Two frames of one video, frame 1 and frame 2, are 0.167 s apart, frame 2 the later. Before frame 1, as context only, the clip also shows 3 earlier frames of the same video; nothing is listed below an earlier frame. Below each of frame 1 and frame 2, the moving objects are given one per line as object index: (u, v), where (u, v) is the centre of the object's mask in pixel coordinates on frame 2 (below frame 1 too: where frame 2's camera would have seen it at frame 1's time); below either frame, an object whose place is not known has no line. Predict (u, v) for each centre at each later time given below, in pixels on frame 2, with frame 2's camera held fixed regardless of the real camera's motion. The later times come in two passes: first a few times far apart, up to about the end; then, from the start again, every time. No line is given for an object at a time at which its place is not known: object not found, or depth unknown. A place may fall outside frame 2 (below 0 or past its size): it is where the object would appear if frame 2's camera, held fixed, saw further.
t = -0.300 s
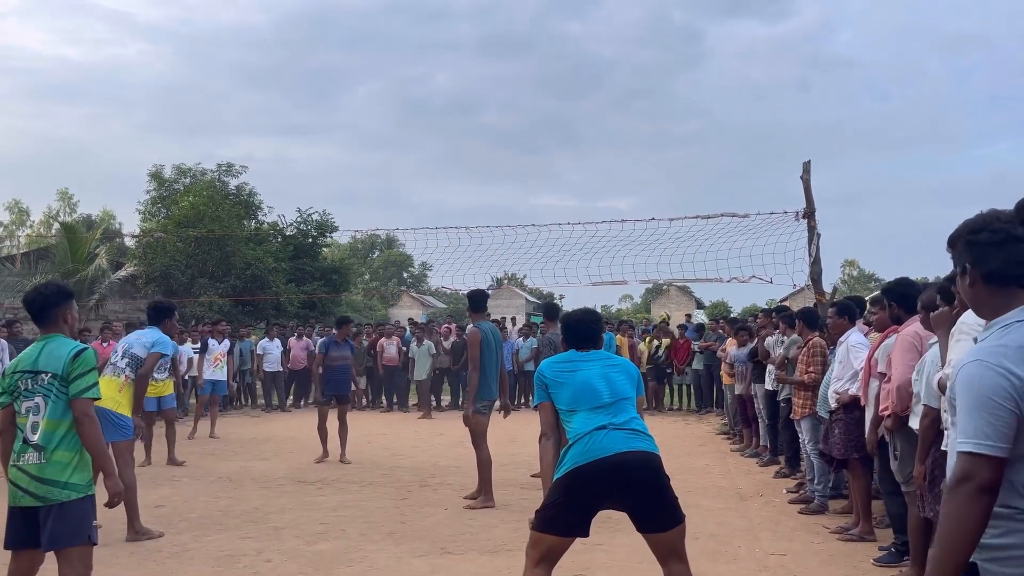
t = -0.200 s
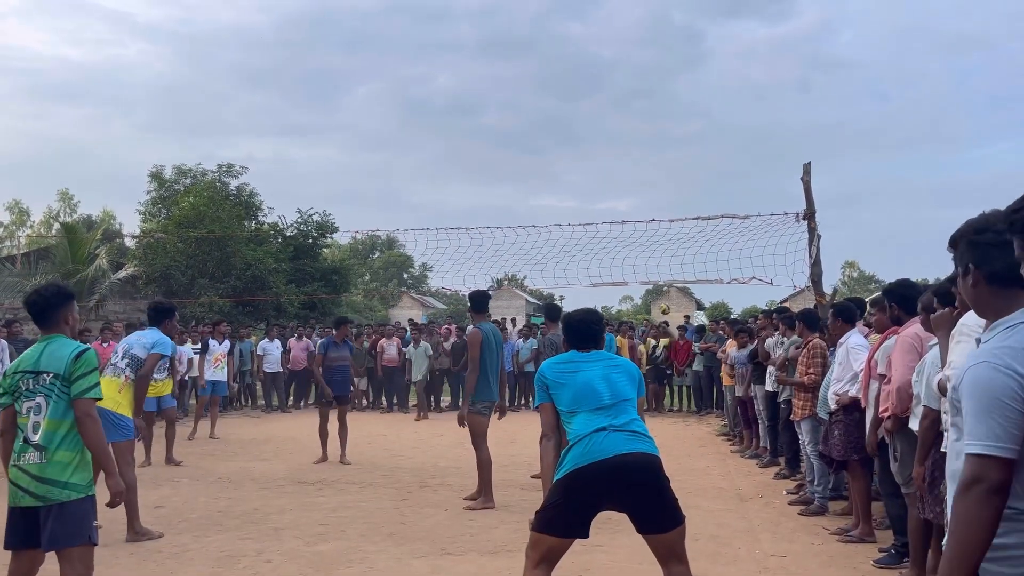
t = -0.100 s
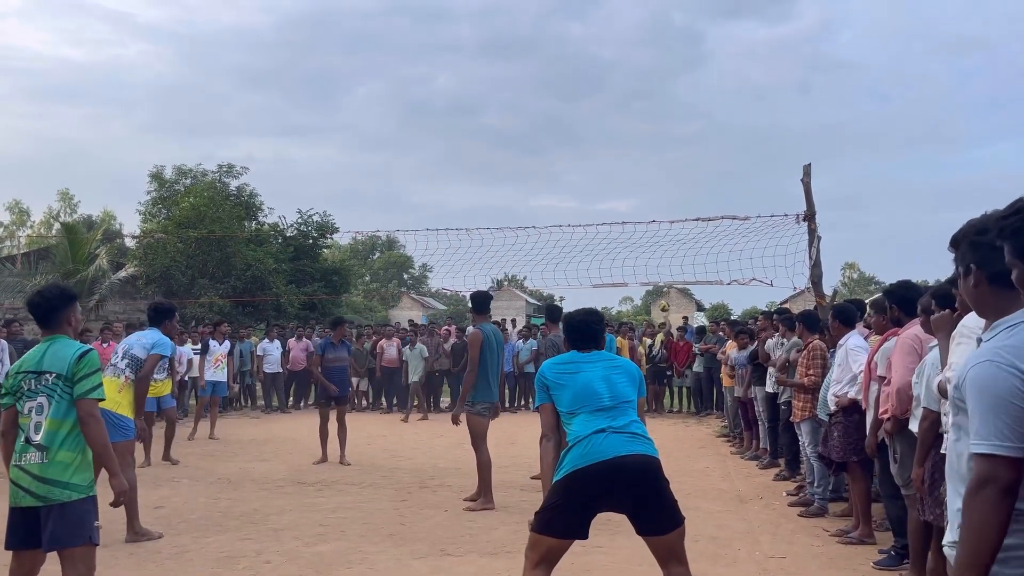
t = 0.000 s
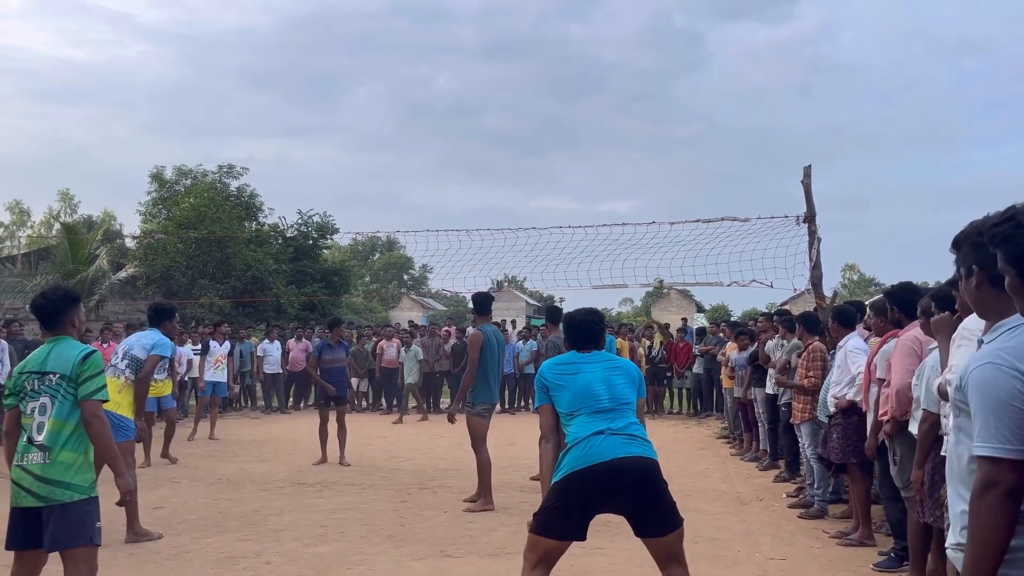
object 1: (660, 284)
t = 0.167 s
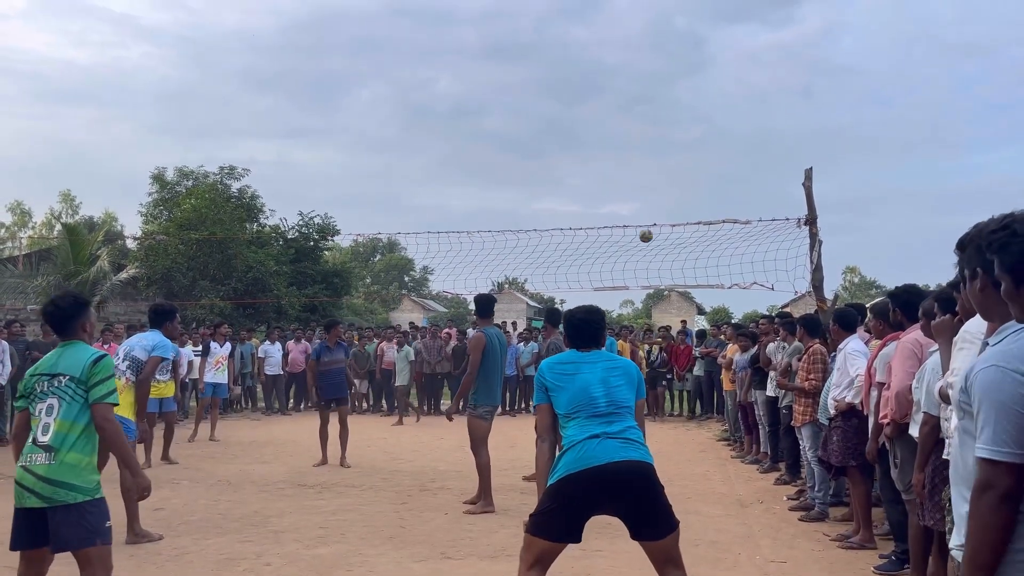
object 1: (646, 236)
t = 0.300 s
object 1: (633, 202)
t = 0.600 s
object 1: (593, 150)
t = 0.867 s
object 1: (530, 160)
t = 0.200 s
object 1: (643, 227)
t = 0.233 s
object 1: (639, 218)
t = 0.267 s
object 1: (636, 210)
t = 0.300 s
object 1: (633, 202)
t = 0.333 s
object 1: (629, 194)
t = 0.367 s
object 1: (625, 187)
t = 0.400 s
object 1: (621, 180)
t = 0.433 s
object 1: (617, 173)
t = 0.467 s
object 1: (613, 168)
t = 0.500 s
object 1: (608, 162)
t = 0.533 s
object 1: (603, 158)
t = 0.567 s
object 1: (598, 154)
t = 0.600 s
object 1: (593, 150)
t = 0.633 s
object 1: (586, 148)
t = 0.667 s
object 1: (580, 147)
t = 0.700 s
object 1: (573, 146)
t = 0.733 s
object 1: (565, 147)
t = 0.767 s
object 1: (557, 148)
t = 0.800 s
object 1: (549, 150)
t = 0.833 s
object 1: (539, 155)
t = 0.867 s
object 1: (530, 160)
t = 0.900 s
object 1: (519, 167)
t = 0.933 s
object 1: (509, 176)
